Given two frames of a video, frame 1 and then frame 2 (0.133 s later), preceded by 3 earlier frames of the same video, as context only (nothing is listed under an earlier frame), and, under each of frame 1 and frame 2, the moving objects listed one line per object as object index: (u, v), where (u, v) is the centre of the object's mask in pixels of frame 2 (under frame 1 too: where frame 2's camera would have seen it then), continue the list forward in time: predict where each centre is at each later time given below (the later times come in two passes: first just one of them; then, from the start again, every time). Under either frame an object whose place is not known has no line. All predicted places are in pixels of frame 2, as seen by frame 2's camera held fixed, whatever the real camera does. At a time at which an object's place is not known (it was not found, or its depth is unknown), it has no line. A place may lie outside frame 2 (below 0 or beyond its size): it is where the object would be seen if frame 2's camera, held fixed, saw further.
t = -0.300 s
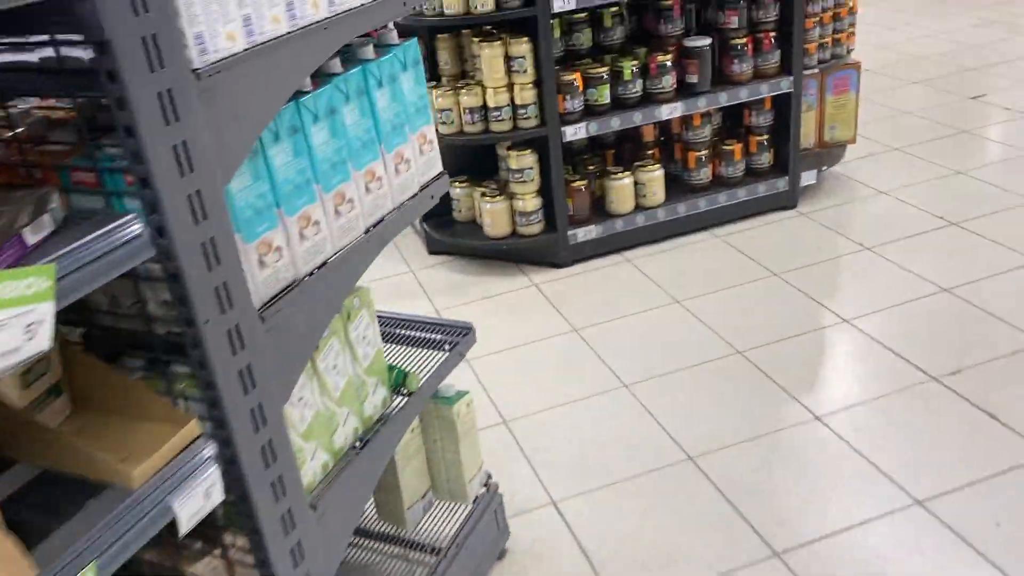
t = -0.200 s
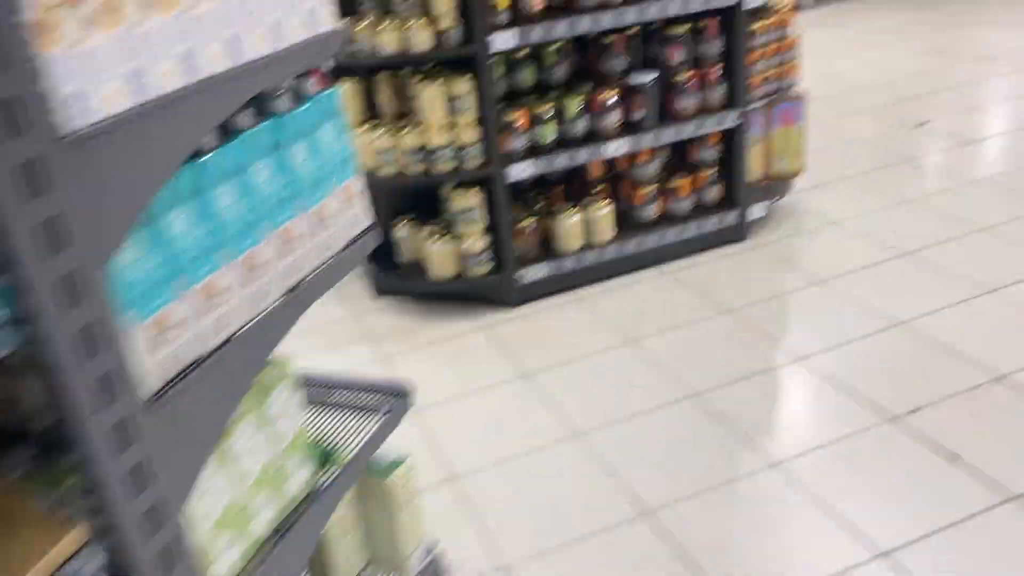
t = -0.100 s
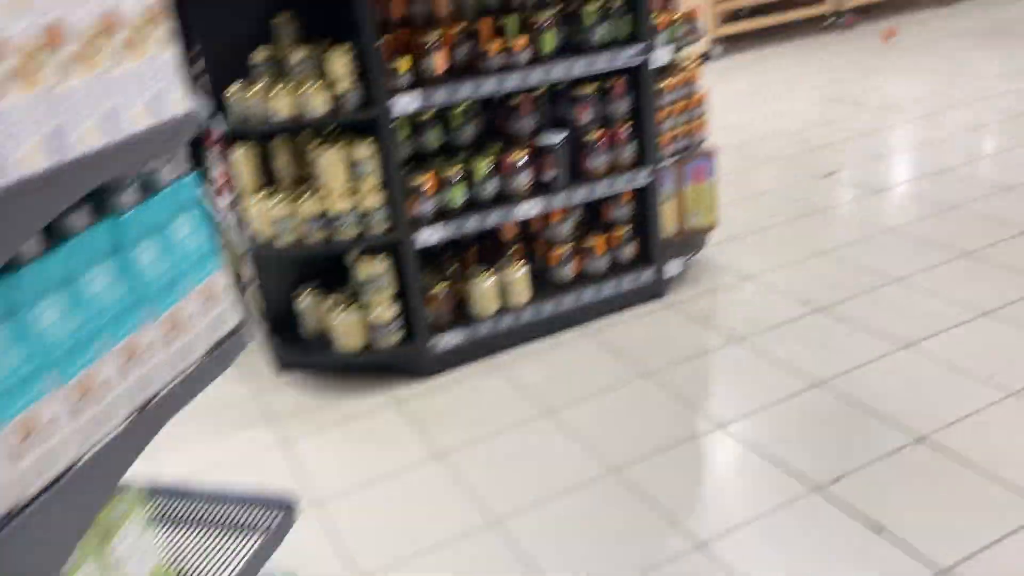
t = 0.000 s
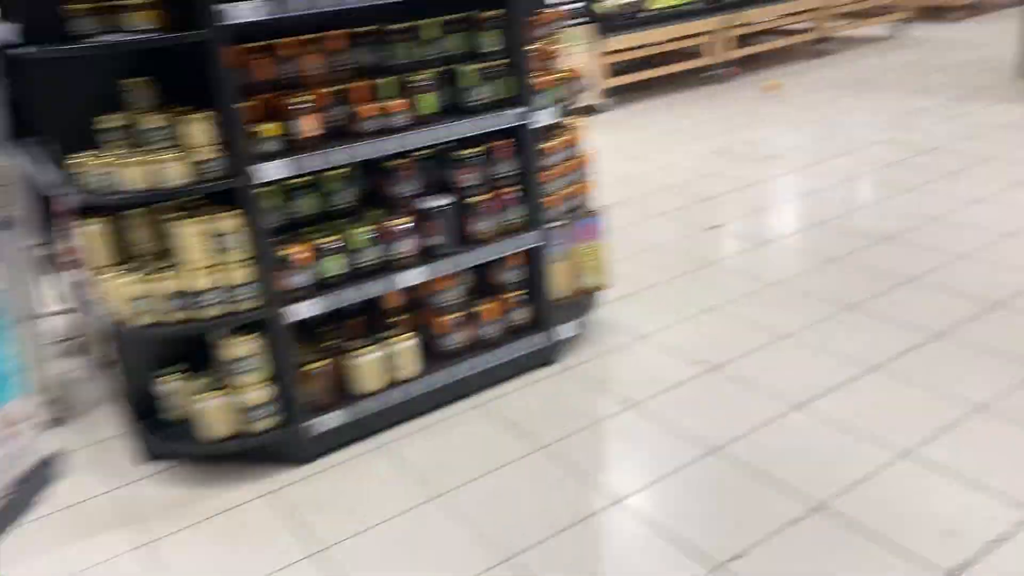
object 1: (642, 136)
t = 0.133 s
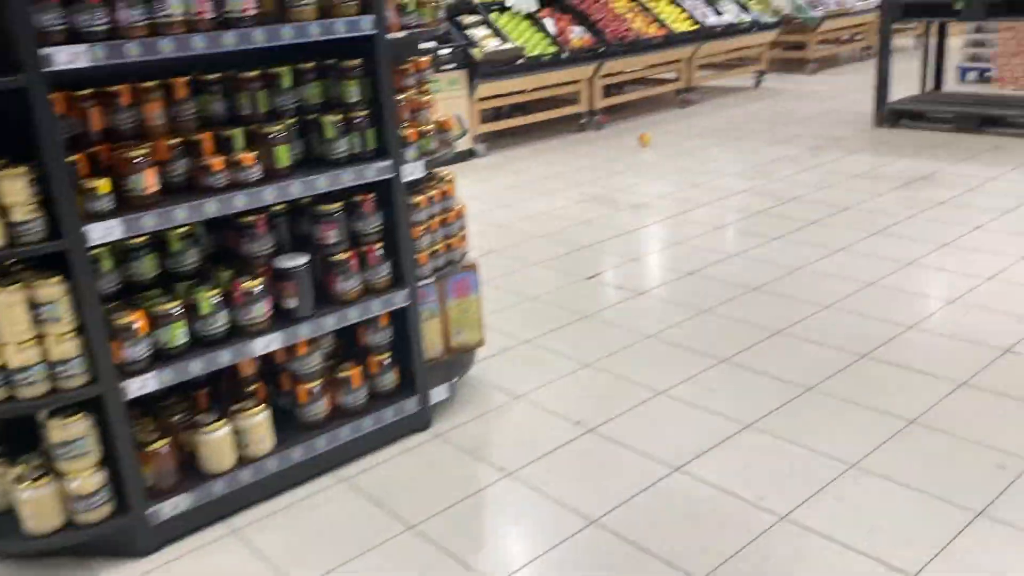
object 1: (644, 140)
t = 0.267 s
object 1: (648, 141)
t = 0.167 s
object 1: (646, 140)
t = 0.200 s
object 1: (646, 141)
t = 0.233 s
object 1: (647, 141)
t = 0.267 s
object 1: (648, 141)
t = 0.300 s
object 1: (649, 142)
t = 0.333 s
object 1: (650, 142)
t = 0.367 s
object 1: (651, 142)
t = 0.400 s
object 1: (652, 143)
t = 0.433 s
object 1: (653, 142)
